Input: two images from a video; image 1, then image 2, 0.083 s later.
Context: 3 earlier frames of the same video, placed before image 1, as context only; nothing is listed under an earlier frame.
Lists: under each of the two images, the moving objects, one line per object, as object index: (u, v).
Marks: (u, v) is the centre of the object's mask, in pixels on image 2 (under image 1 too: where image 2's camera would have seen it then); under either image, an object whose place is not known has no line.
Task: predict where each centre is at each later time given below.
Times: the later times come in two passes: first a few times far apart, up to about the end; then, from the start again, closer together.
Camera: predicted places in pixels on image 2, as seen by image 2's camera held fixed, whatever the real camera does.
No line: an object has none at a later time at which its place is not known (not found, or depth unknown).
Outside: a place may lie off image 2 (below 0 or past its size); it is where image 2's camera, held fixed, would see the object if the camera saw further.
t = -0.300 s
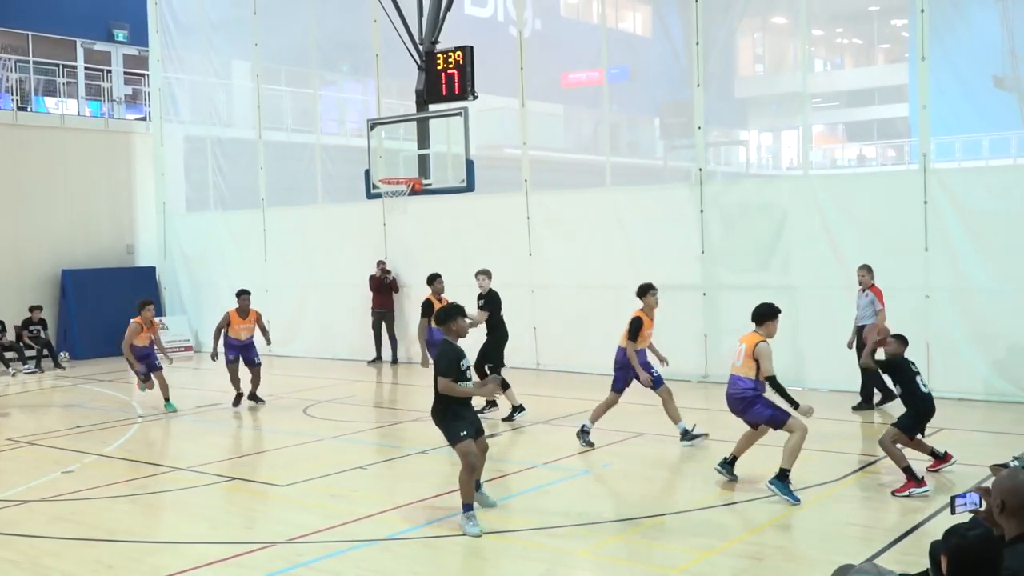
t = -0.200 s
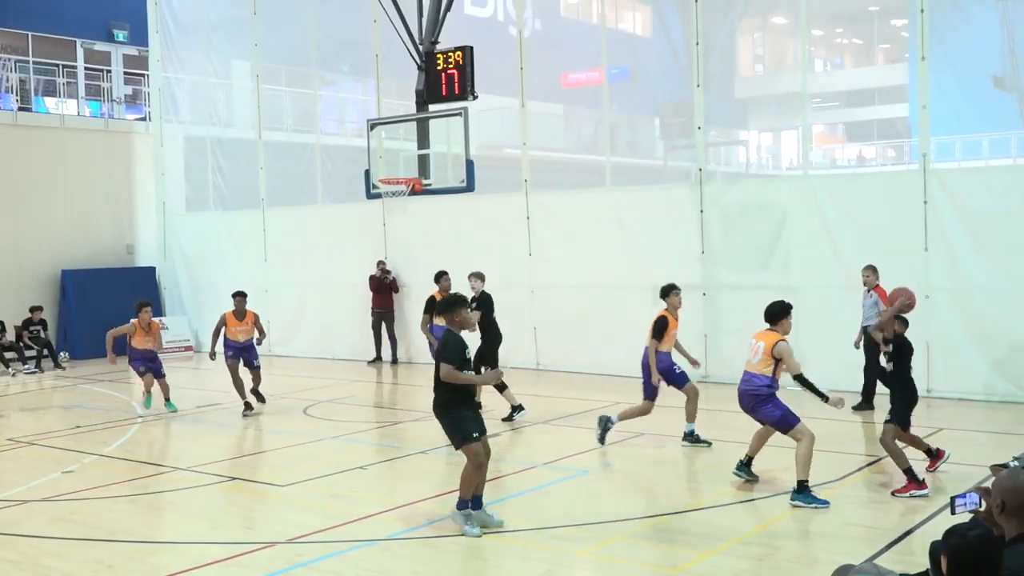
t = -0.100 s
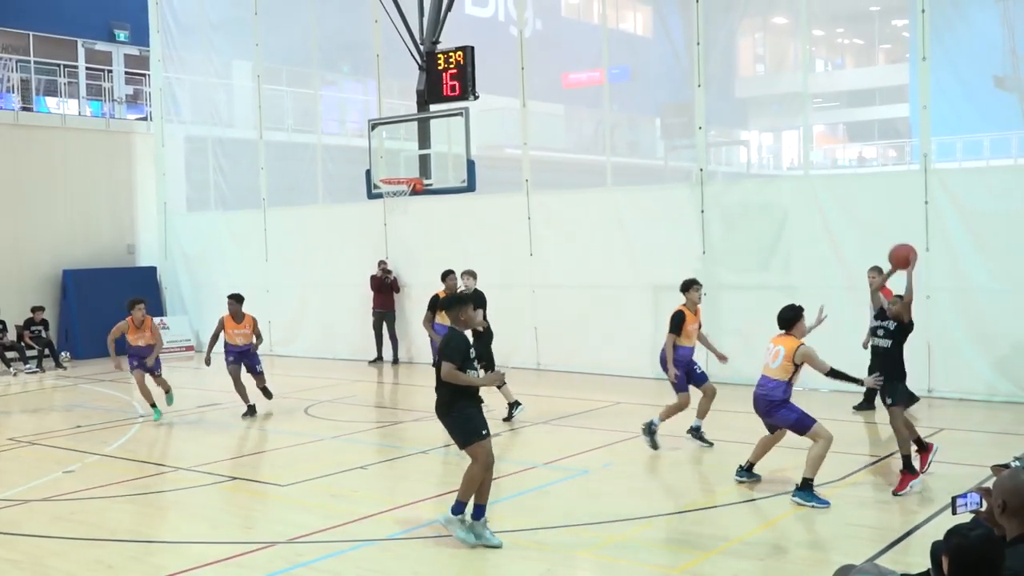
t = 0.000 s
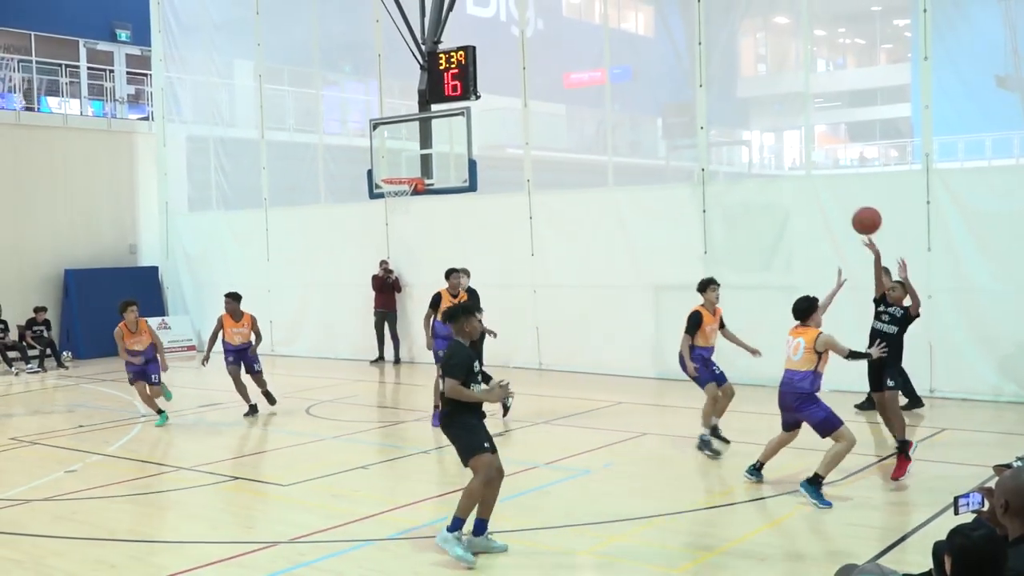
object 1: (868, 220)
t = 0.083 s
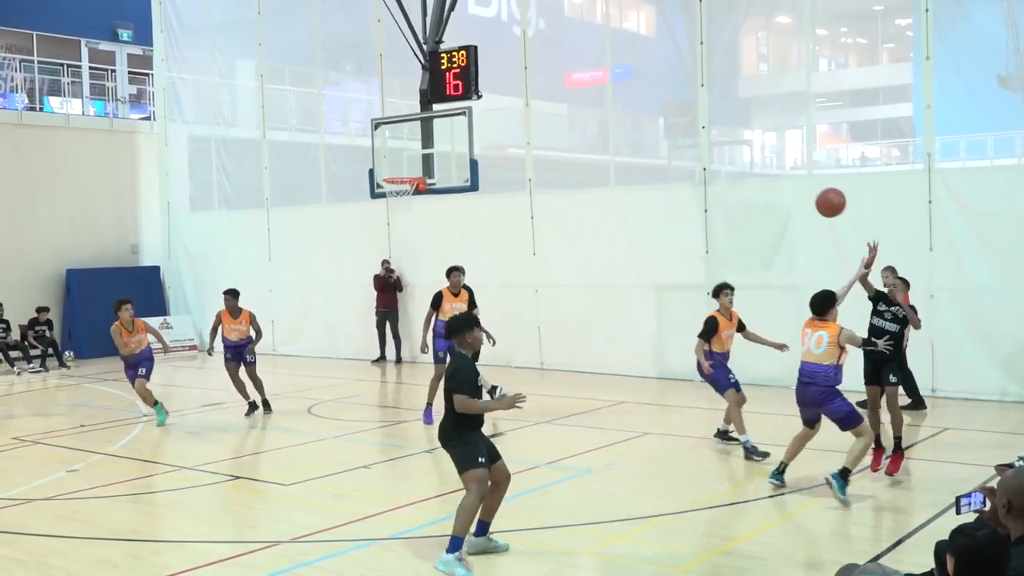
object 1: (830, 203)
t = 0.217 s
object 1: (765, 190)
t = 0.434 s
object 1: (639, 221)
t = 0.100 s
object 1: (823, 200)
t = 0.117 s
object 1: (815, 197)
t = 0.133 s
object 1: (807, 195)
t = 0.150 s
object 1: (798, 193)
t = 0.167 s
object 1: (790, 192)
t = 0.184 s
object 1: (782, 191)
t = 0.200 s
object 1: (773, 190)
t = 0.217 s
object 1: (765, 190)
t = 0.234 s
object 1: (756, 190)
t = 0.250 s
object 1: (747, 190)
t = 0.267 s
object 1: (738, 191)
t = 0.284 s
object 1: (729, 192)
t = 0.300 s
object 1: (719, 193)
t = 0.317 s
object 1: (710, 195)
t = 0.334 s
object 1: (700, 198)
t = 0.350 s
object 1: (691, 200)
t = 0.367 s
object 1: (680, 204)
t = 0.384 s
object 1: (671, 207)
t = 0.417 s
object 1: (650, 216)
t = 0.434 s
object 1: (639, 221)
